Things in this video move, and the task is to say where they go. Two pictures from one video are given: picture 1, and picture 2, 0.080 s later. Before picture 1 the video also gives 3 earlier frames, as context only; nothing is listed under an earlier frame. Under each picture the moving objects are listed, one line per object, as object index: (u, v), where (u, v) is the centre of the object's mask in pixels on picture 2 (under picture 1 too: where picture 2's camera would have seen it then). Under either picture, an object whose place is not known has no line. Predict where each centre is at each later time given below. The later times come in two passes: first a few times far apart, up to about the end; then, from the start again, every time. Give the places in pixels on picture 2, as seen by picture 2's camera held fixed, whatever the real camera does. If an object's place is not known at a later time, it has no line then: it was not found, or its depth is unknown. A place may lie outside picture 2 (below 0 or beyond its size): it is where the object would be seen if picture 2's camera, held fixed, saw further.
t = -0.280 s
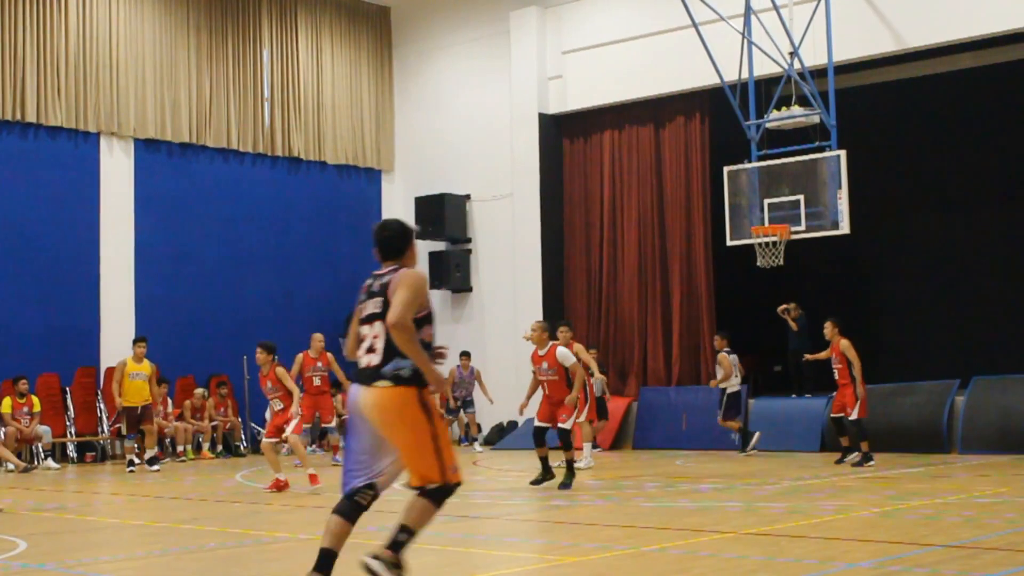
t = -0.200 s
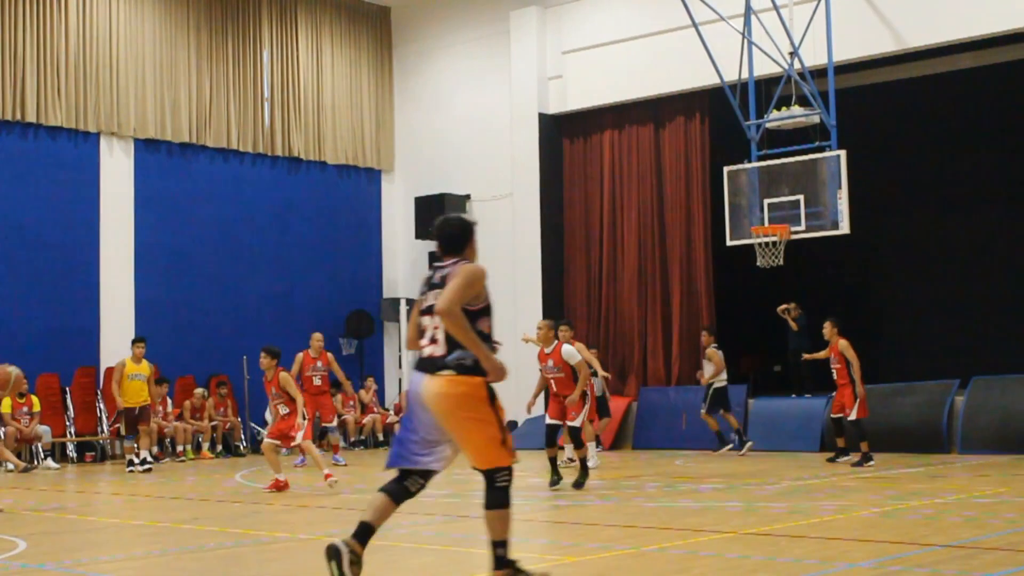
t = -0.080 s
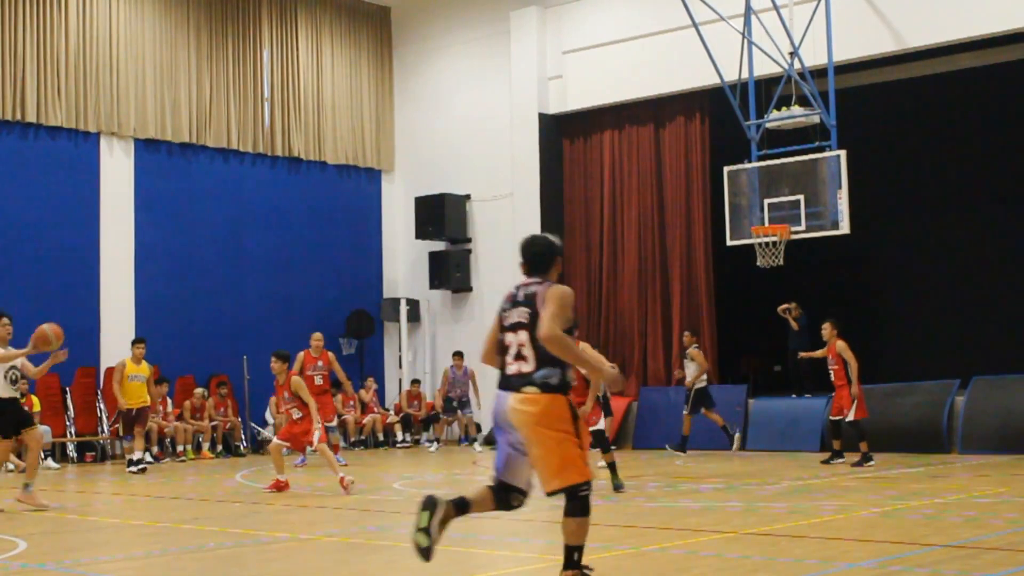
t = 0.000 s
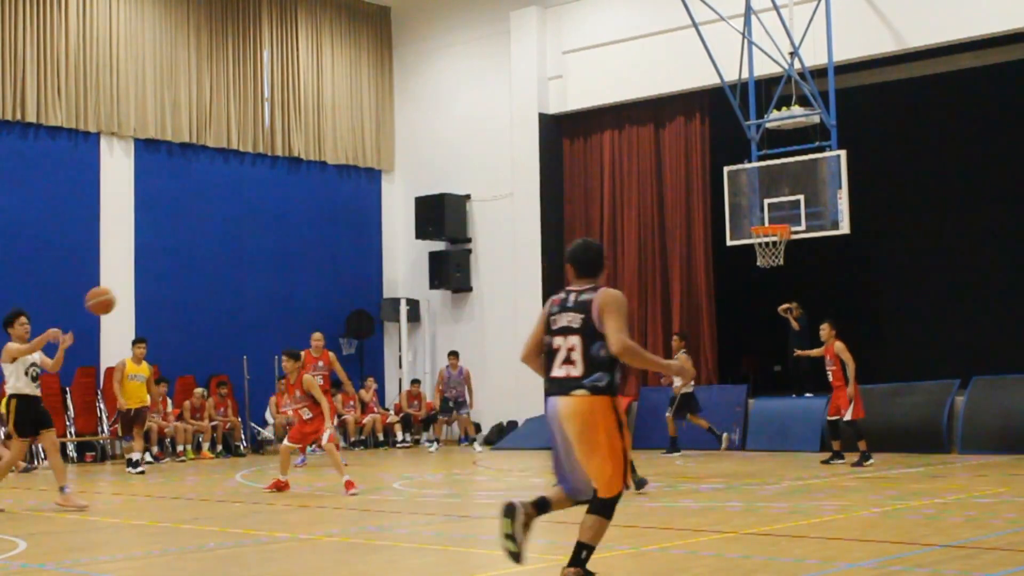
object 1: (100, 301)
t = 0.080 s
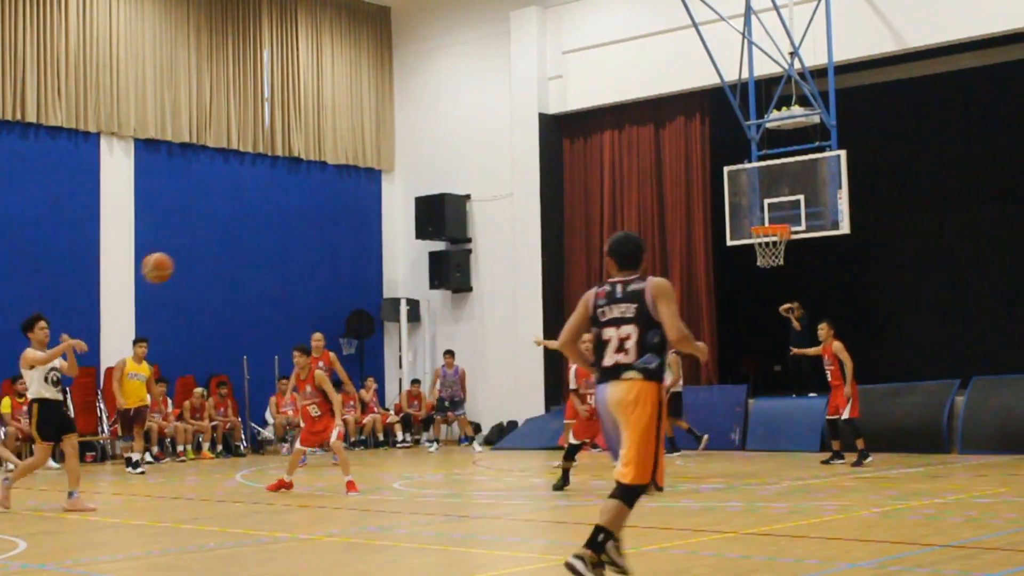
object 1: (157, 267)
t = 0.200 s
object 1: (249, 228)
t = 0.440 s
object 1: (463, 197)
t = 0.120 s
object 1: (187, 253)
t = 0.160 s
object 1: (217, 240)
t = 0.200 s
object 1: (249, 228)
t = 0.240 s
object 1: (281, 218)
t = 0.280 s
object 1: (315, 210)
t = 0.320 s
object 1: (350, 204)
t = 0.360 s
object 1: (385, 200)
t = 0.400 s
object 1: (425, 197)
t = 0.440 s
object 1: (463, 197)
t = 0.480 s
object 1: (504, 198)
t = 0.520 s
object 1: (547, 202)
